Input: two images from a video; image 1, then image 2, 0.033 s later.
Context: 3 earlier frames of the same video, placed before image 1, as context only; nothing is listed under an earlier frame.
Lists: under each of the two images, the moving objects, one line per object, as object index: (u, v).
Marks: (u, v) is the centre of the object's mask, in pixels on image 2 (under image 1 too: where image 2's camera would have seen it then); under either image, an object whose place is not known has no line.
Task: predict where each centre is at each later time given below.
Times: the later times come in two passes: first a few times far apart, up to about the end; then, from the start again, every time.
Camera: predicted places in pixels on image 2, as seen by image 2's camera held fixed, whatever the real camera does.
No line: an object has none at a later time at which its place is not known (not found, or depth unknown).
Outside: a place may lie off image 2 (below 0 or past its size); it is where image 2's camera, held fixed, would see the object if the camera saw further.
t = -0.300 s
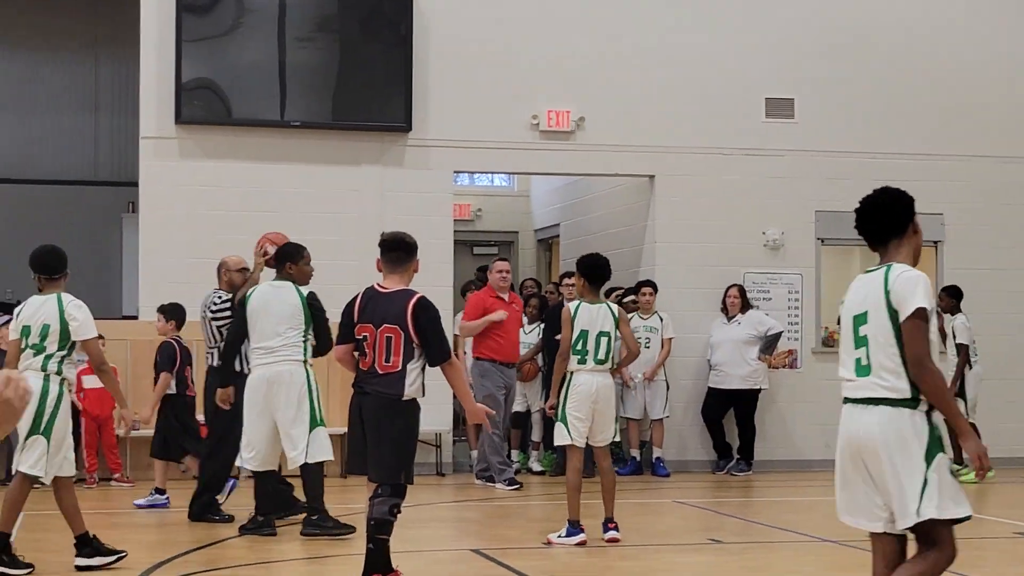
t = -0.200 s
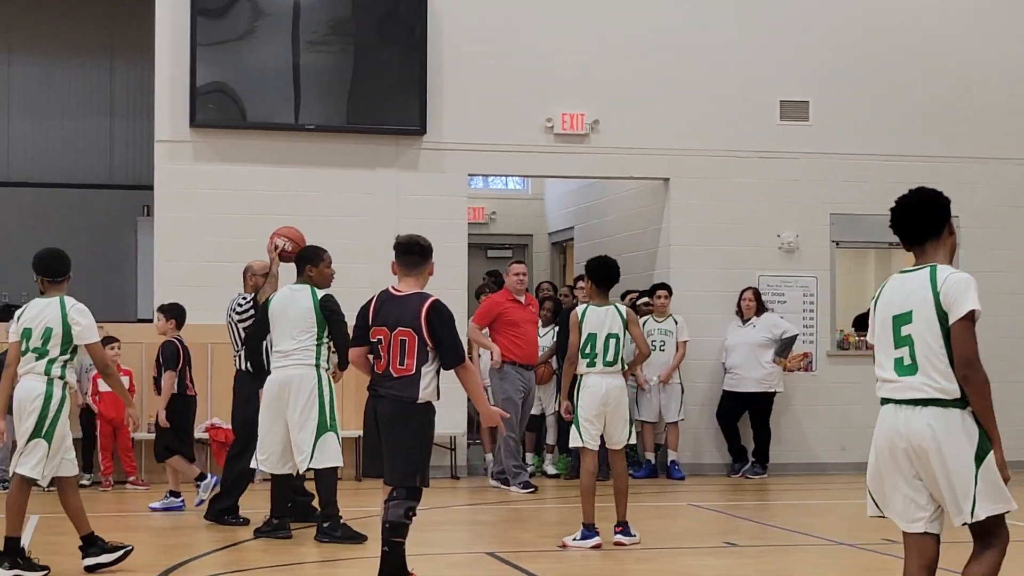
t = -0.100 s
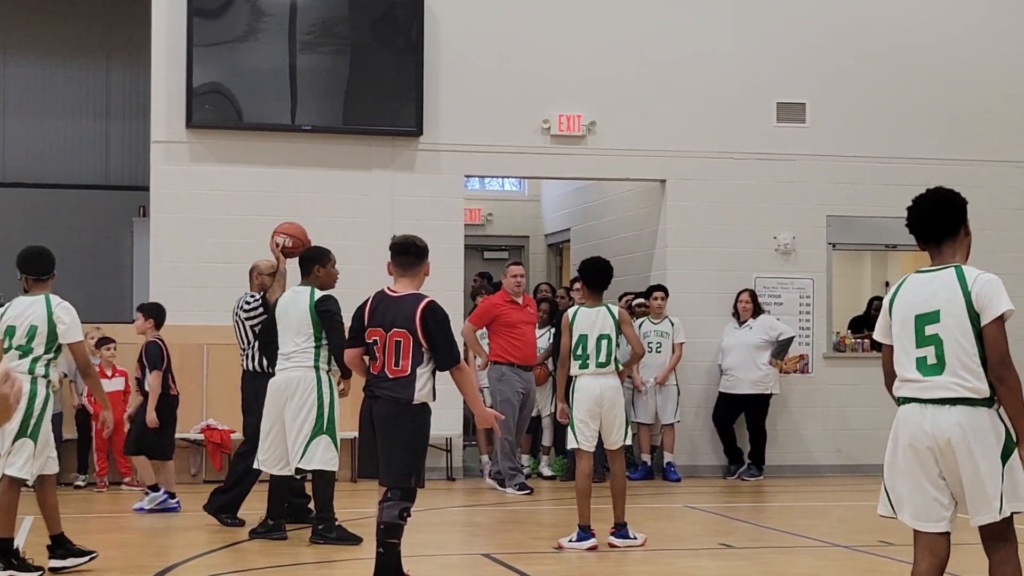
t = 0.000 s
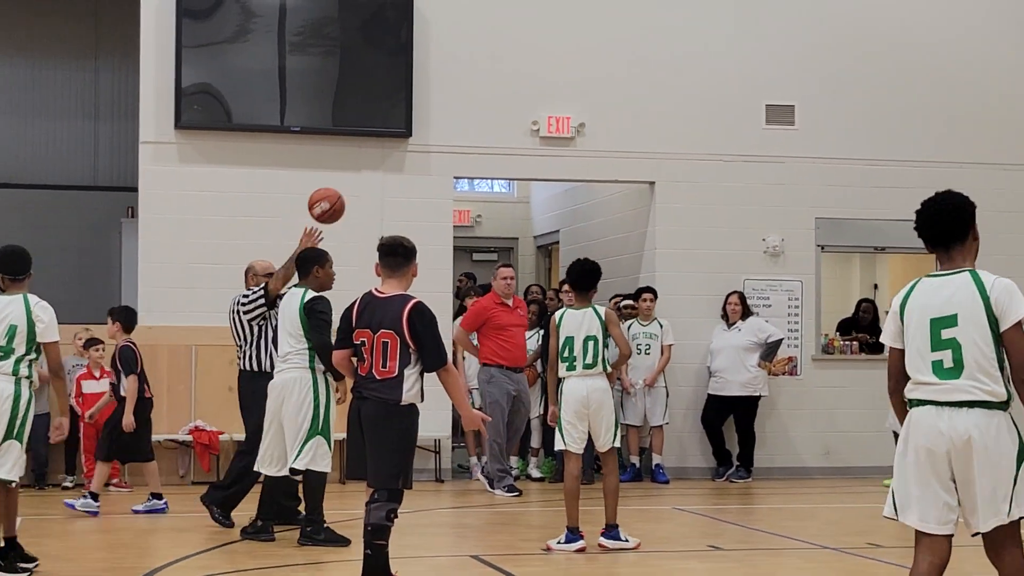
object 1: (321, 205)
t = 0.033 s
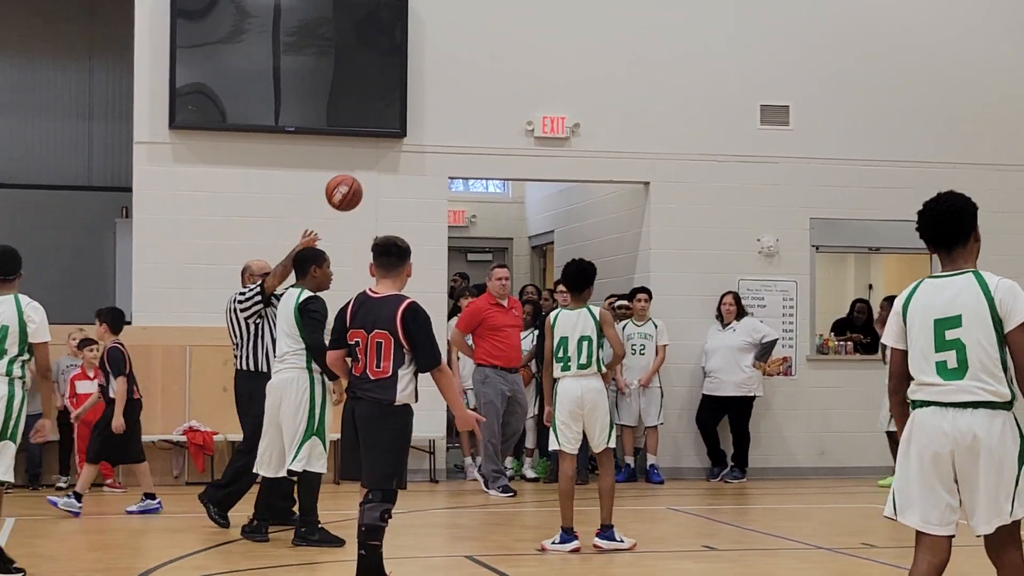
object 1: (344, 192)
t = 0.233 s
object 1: (484, 149)
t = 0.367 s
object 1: (579, 155)
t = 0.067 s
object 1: (367, 181)
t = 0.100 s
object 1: (390, 171)
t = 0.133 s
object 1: (414, 163)
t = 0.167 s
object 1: (437, 156)
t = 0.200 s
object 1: (460, 152)
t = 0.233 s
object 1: (484, 149)
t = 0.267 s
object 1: (507, 148)
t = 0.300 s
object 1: (531, 148)
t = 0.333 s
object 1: (555, 151)
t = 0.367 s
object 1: (579, 155)
